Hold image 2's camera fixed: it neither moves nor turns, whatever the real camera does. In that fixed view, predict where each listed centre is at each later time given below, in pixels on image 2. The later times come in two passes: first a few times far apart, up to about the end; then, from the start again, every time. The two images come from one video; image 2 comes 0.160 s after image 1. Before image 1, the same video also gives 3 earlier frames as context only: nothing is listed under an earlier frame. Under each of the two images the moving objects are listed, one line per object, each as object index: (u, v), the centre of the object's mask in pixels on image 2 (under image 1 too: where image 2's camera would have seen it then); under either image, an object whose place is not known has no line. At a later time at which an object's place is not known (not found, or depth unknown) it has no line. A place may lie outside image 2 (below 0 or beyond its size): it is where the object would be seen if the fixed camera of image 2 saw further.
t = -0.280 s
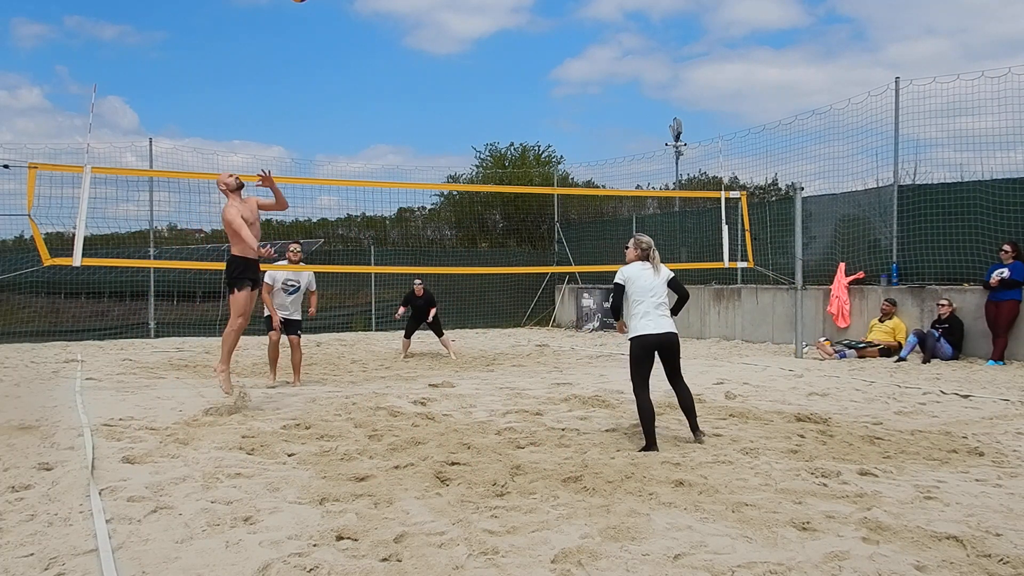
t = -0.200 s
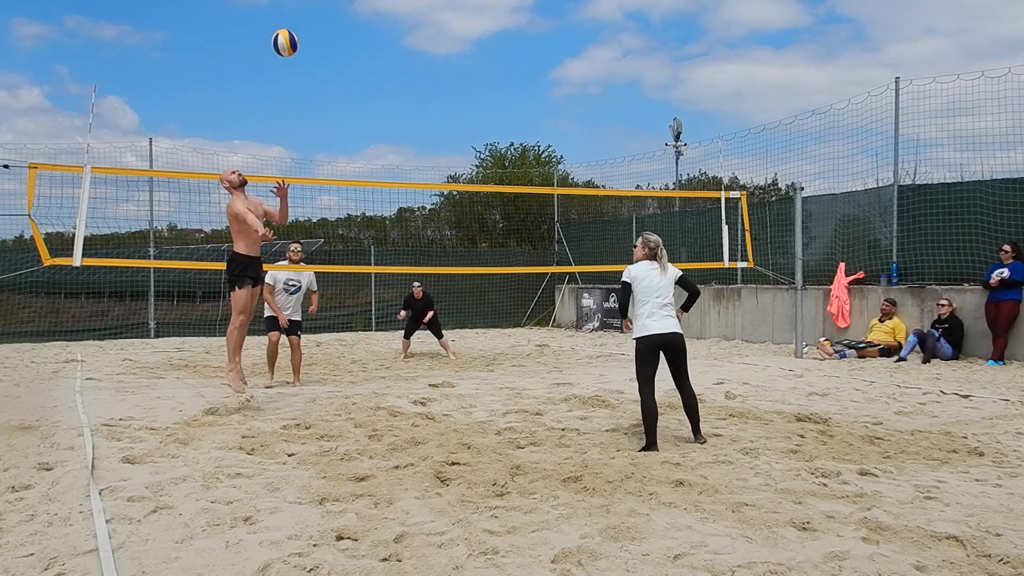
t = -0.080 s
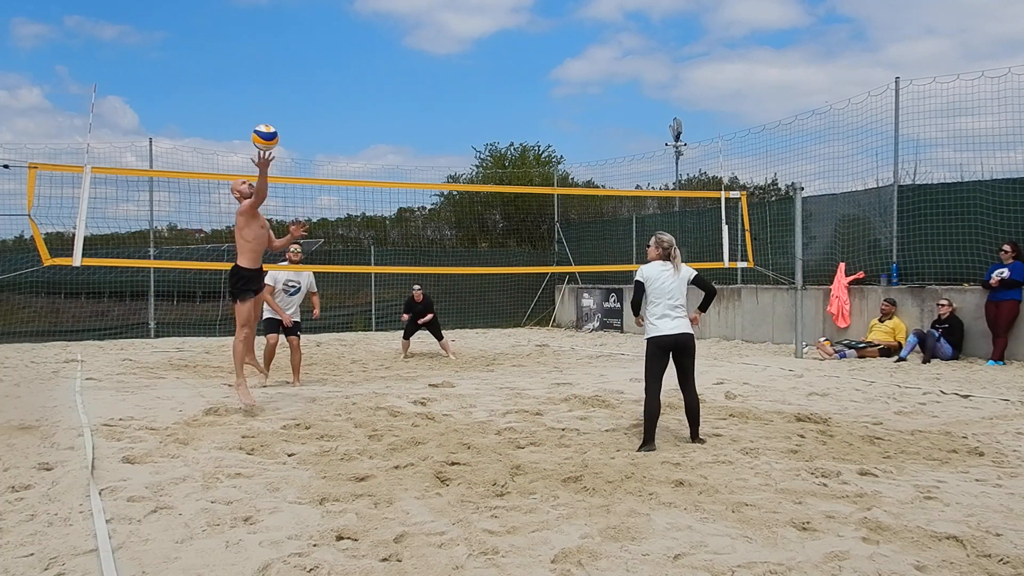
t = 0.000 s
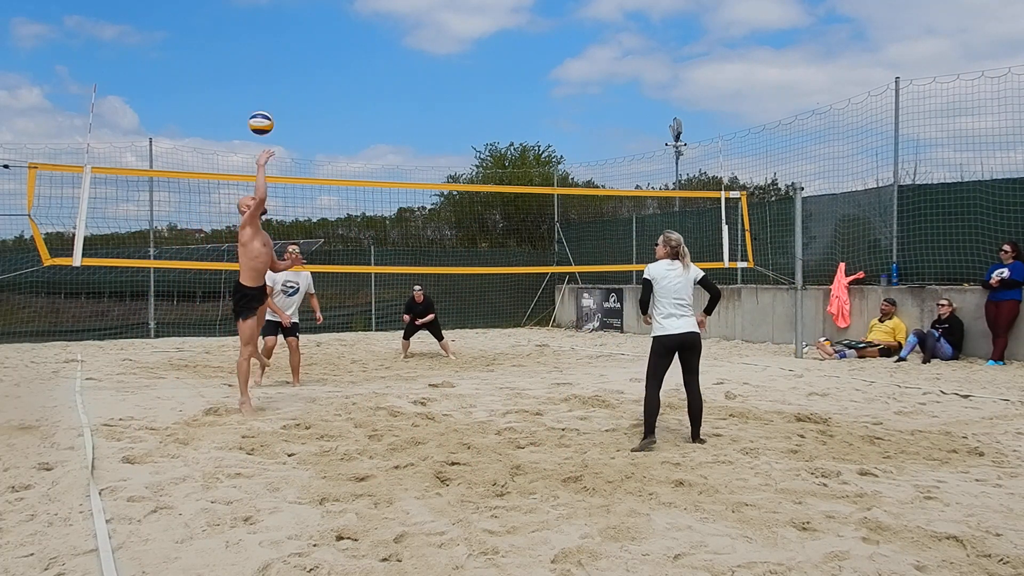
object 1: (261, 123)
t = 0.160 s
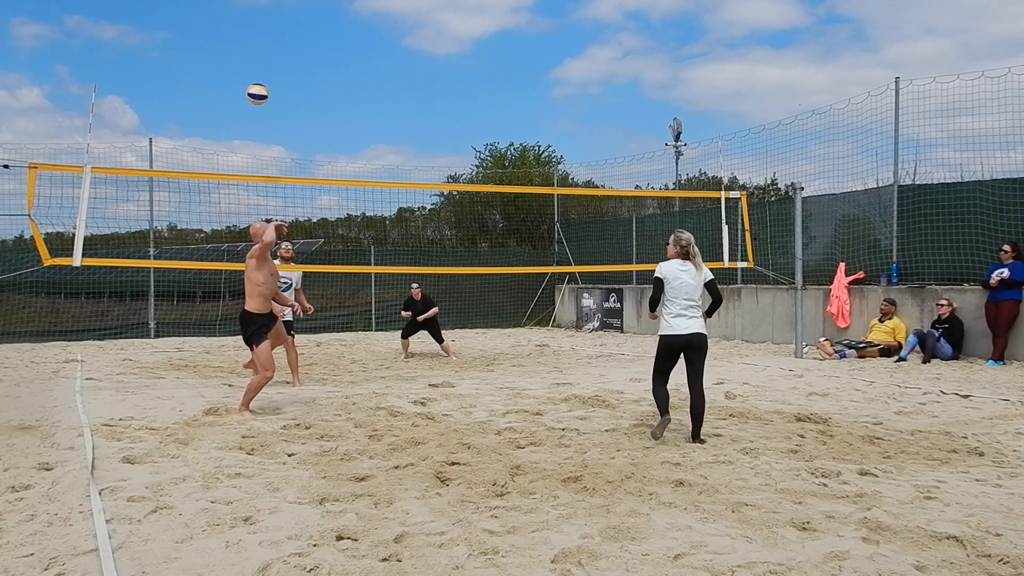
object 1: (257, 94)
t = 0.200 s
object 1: (257, 92)
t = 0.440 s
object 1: (256, 110)
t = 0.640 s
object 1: (256, 154)
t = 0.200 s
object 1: (257, 92)
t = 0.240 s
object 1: (256, 91)
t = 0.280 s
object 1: (256, 92)
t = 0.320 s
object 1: (255, 94)
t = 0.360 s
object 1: (255, 98)
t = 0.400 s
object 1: (255, 104)
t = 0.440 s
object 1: (256, 110)
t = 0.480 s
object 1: (256, 116)
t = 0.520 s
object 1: (256, 124)
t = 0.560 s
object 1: (256, 133)
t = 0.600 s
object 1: (256, 143)
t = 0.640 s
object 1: (256, 154)
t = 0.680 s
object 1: (257, 164)
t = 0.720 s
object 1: (257, 172)
